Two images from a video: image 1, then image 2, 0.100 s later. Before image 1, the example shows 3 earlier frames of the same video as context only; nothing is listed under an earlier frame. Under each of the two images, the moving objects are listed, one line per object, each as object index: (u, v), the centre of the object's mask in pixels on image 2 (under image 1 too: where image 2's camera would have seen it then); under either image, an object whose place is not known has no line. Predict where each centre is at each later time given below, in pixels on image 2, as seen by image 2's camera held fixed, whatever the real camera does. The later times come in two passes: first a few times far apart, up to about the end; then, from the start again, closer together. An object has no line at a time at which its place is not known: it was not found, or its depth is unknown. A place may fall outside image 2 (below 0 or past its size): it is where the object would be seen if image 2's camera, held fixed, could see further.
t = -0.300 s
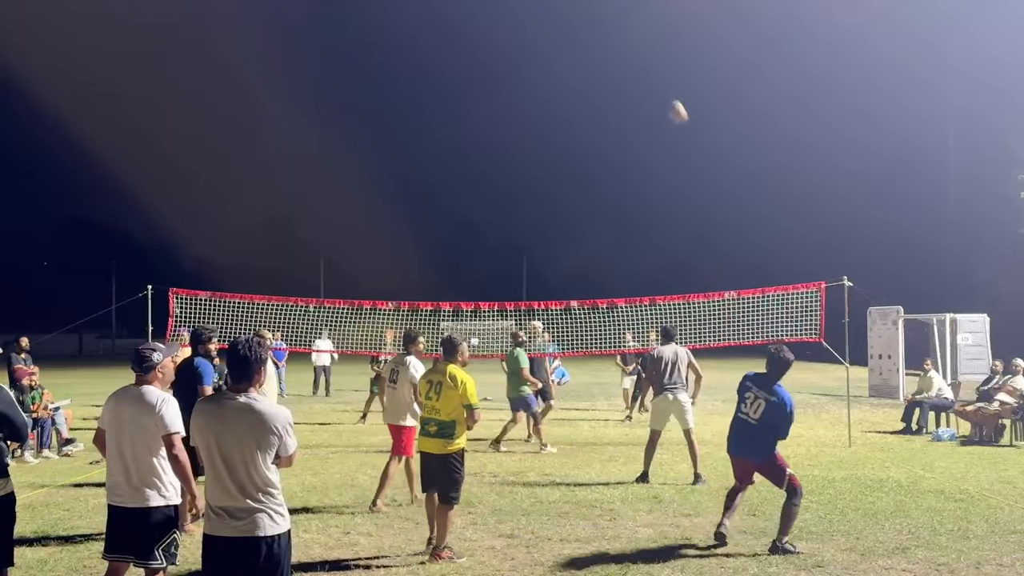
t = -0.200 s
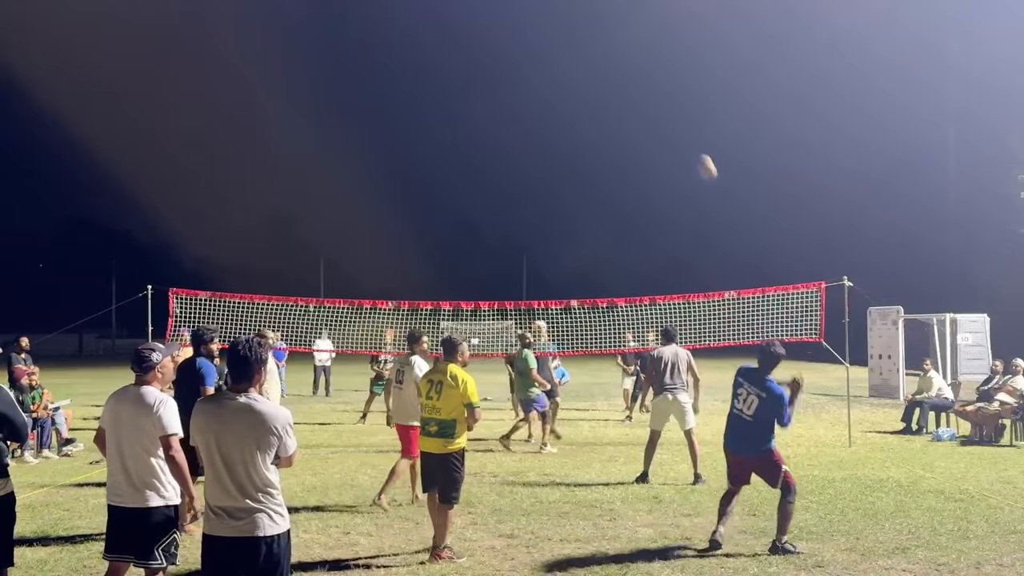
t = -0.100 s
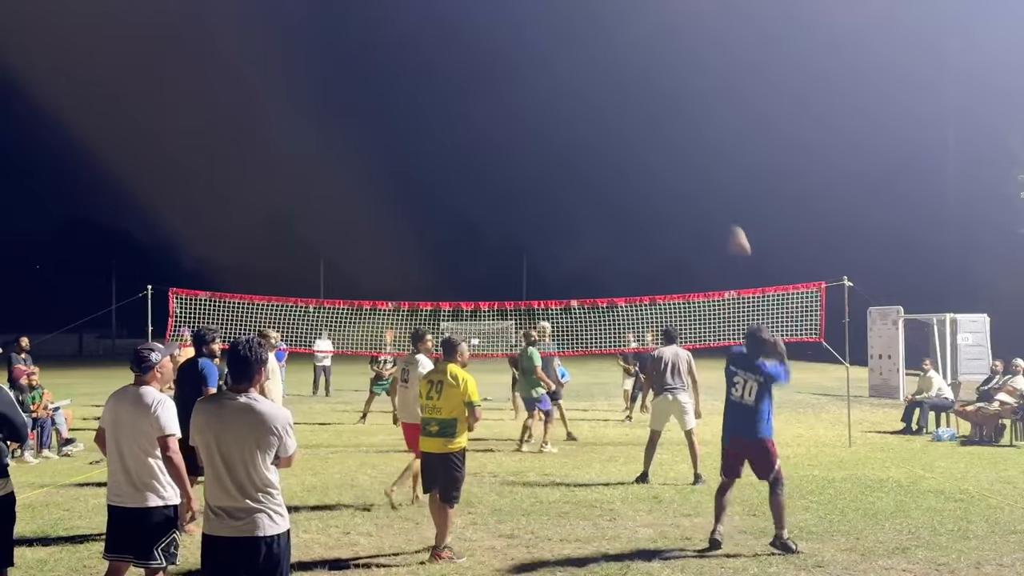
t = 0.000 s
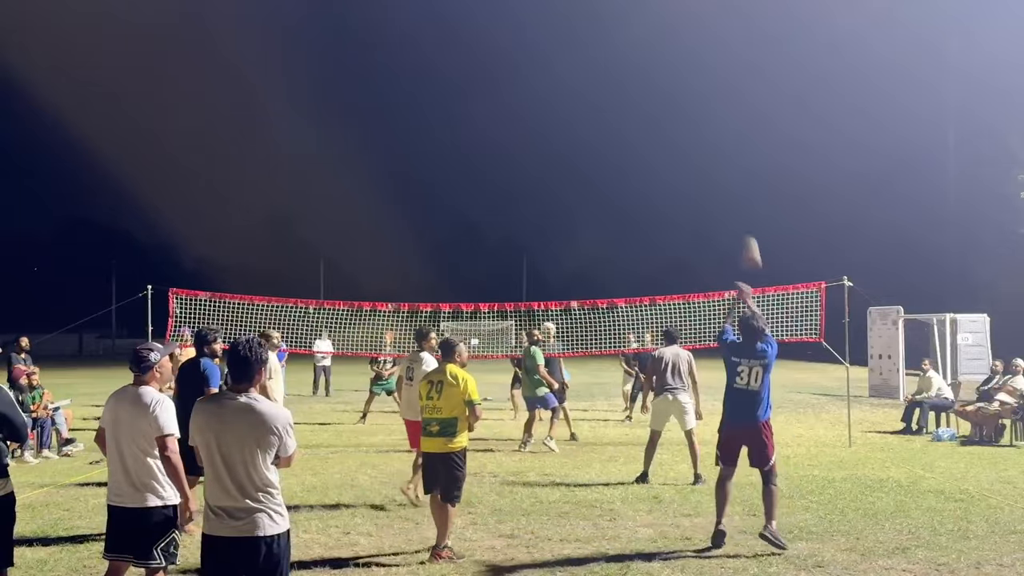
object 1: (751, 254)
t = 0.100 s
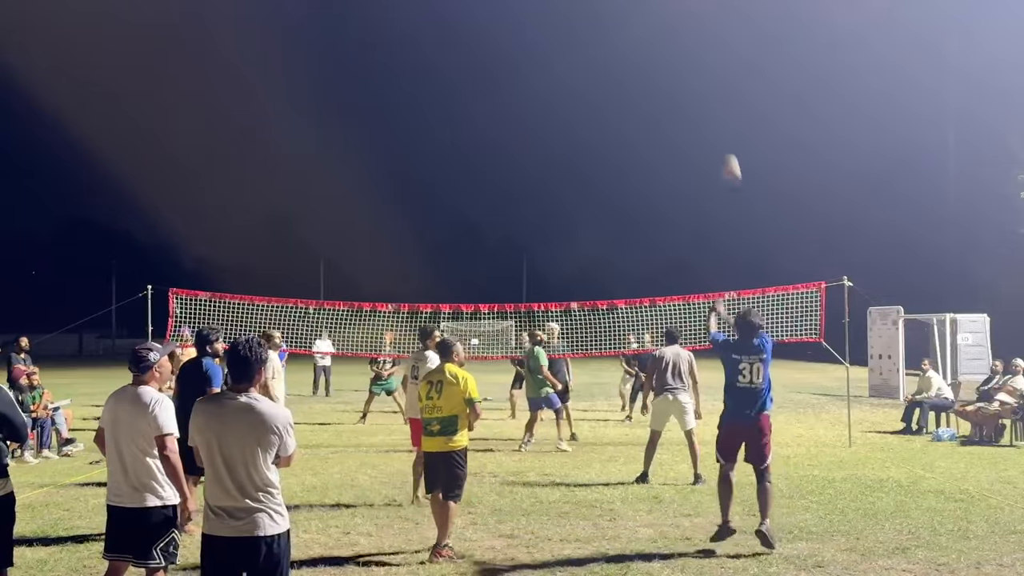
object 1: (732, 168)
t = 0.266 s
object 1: (707, 78)
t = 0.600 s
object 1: (677, 16)
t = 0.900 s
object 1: (659, 46)
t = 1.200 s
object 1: (647, 126)
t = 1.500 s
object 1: (639, 237)
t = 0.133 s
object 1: (726, 145)
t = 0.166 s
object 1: (722, 125)
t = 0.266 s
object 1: (707, 78)
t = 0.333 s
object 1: (700, 54)
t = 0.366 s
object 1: (696, 45)
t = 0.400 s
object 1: (692, 38)
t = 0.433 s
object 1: (689, 32)
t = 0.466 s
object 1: (686, 26)
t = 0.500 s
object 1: (684, 22)
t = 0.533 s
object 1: (681, 19)
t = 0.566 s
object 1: (678, 17)
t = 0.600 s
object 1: (677, 16)
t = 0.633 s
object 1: (674, 16)
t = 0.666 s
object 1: (672, 17)
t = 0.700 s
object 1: (669, 19)
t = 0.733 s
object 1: (668, 22)
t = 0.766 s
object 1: (666, 25)
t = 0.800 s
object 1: (664, 30)
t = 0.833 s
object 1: (663, 35)
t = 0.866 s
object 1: (661, 40)
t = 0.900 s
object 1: (659, 46)
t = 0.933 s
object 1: (658, 53)
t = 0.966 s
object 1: (656, 61)
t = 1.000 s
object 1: (655, 69)
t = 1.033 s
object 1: (653, 77)
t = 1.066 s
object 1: (652, 85)
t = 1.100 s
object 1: (651, 95)
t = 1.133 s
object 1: (650, 104)
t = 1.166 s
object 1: (649, 115)
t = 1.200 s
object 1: (647, 126)
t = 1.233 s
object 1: (646, 136)
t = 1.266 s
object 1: (645, 147)
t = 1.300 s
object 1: (644, 159)
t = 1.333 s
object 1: (644, 171)
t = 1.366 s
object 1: (642, 184)
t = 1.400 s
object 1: (641, 197)
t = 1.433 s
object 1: (641, 209)
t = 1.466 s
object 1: (640, 223)
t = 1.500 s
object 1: (639, 237)
